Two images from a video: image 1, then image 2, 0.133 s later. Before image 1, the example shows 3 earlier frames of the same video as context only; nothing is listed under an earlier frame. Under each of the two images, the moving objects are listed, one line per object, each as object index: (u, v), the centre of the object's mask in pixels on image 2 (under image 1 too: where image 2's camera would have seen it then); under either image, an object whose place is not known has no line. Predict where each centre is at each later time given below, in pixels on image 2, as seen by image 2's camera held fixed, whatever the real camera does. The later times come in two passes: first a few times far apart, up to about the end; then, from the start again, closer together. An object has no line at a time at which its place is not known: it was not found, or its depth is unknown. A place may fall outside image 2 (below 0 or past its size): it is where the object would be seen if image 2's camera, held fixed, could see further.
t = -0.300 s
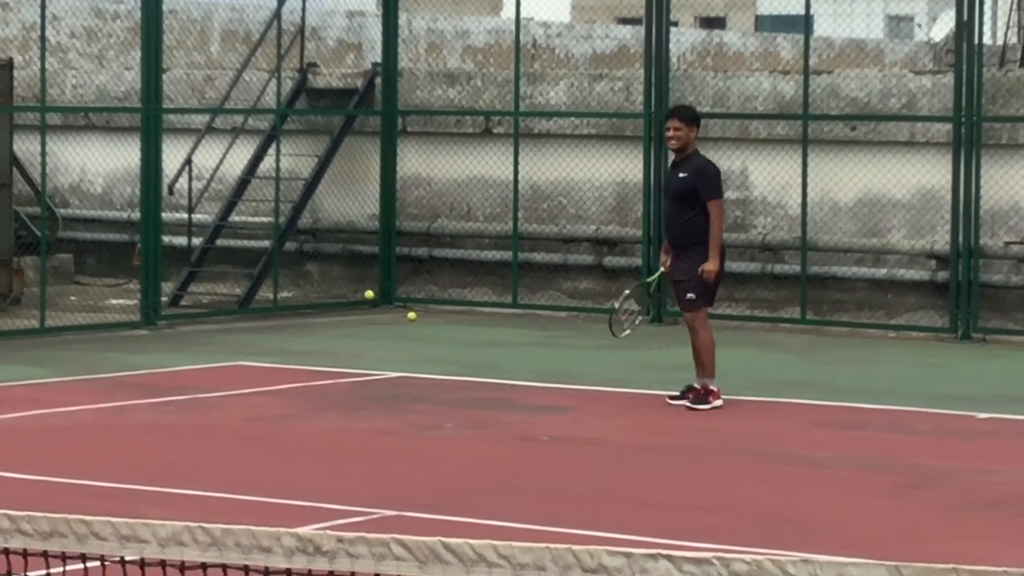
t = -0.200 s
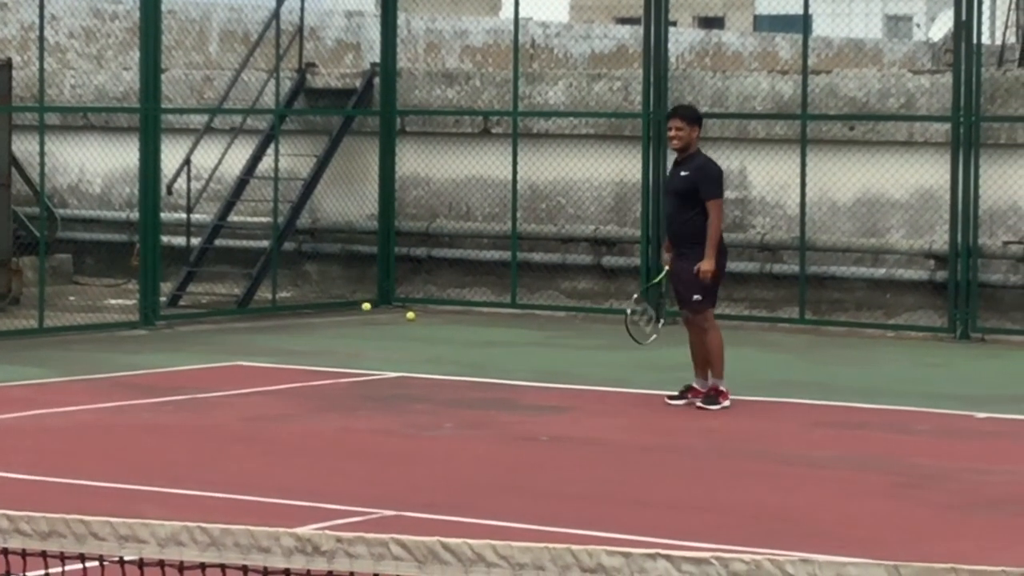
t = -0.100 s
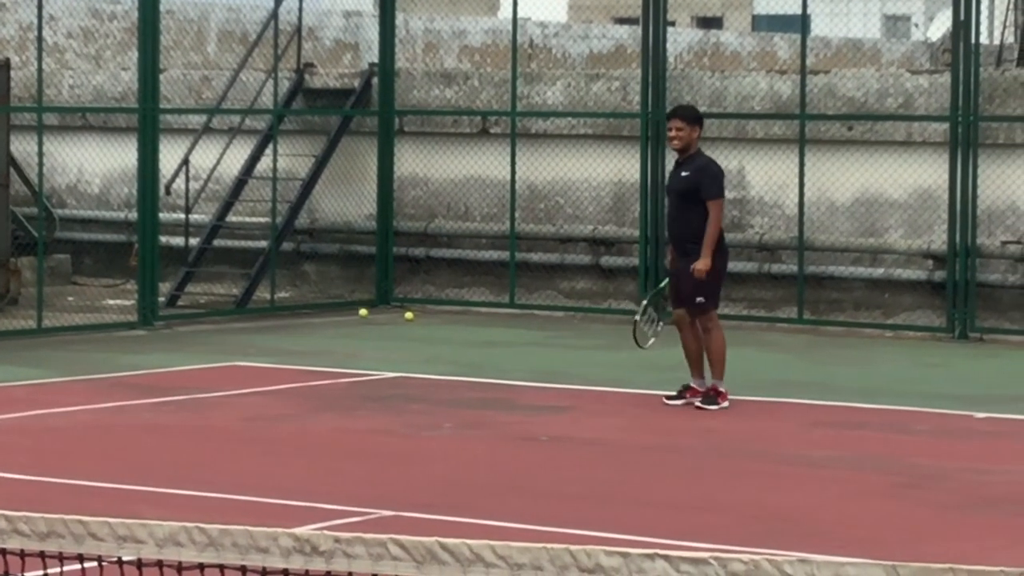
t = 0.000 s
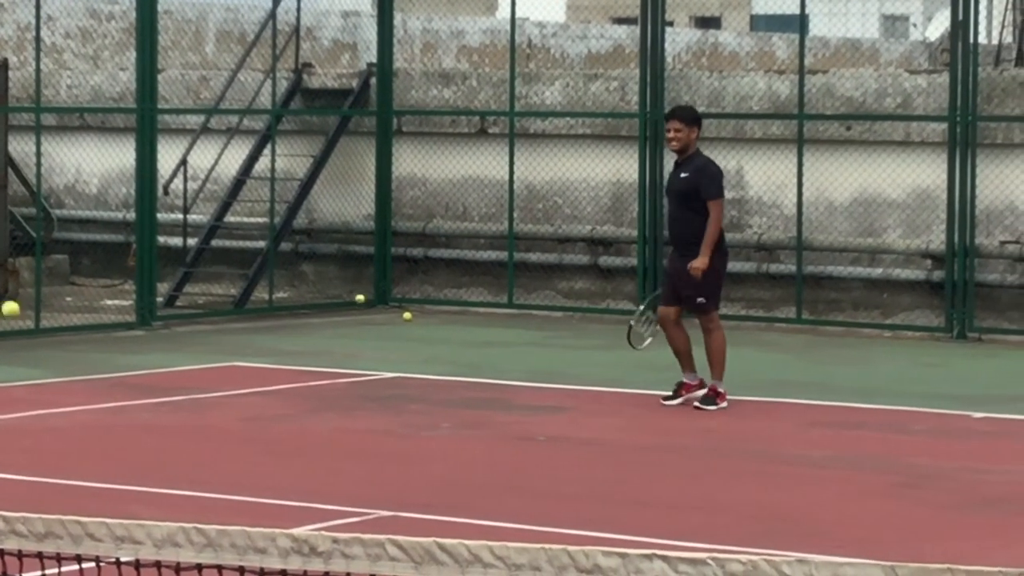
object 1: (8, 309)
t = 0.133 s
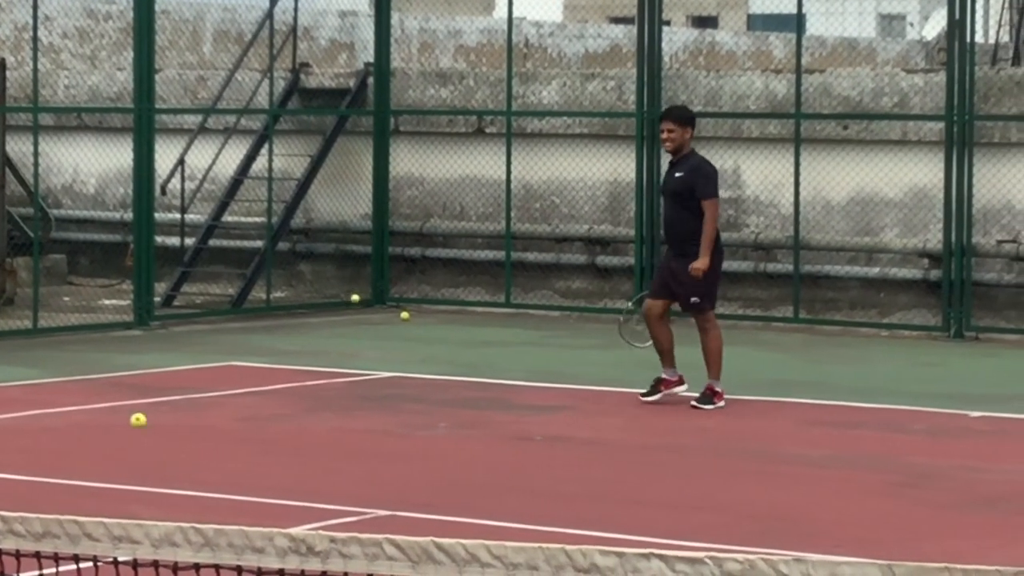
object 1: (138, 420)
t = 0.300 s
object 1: (235, 357)
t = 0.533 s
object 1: (330, 244)
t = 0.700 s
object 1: (385, 240)
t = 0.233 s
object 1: (204, 415)
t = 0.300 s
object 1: (235, 357)
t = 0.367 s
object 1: (264, 311)
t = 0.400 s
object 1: (278, 292)
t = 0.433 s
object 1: (291, 276)
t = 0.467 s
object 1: (305, 263)
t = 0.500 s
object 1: (318, 252)
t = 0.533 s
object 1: (330, 244)
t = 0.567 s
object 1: (341, 239)
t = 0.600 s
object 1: (353, 236)
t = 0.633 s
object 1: (364, 235)
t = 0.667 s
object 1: (374, 236)
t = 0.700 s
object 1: (385, 240)
